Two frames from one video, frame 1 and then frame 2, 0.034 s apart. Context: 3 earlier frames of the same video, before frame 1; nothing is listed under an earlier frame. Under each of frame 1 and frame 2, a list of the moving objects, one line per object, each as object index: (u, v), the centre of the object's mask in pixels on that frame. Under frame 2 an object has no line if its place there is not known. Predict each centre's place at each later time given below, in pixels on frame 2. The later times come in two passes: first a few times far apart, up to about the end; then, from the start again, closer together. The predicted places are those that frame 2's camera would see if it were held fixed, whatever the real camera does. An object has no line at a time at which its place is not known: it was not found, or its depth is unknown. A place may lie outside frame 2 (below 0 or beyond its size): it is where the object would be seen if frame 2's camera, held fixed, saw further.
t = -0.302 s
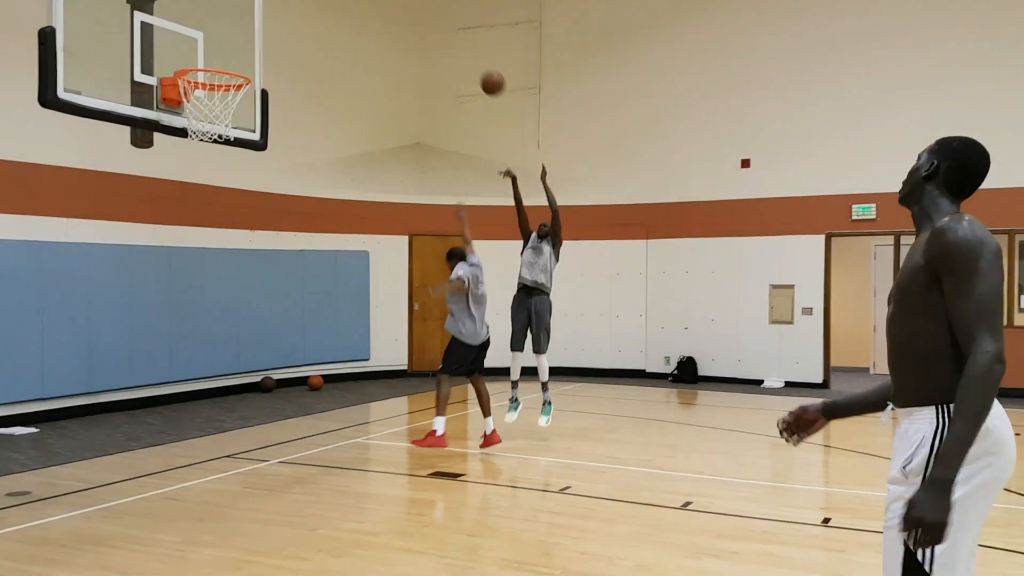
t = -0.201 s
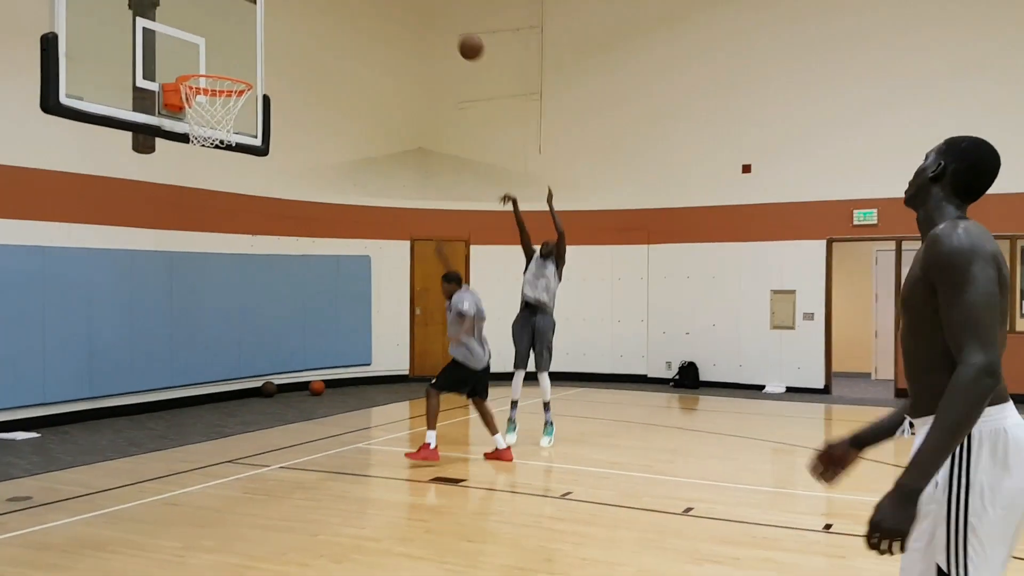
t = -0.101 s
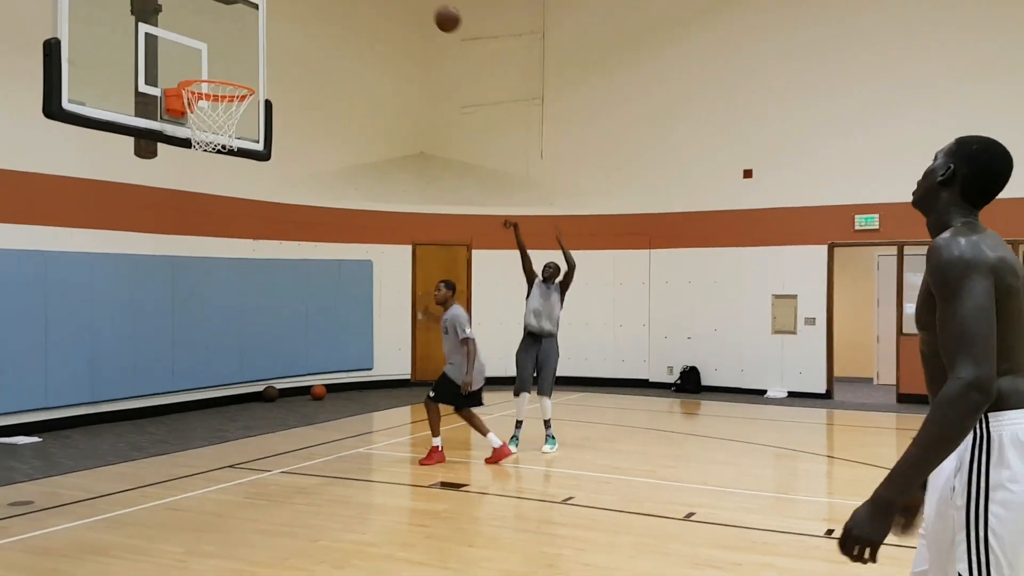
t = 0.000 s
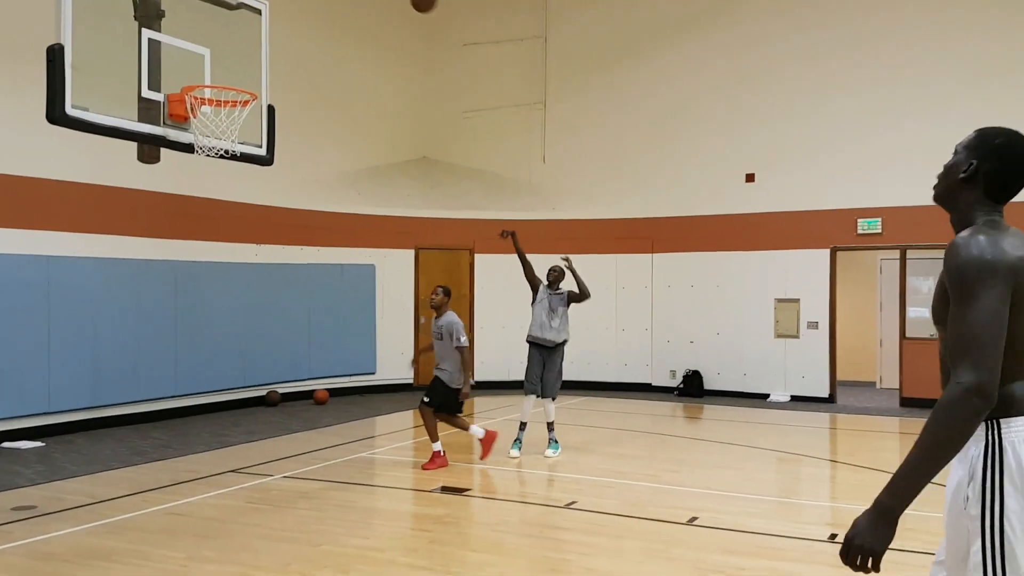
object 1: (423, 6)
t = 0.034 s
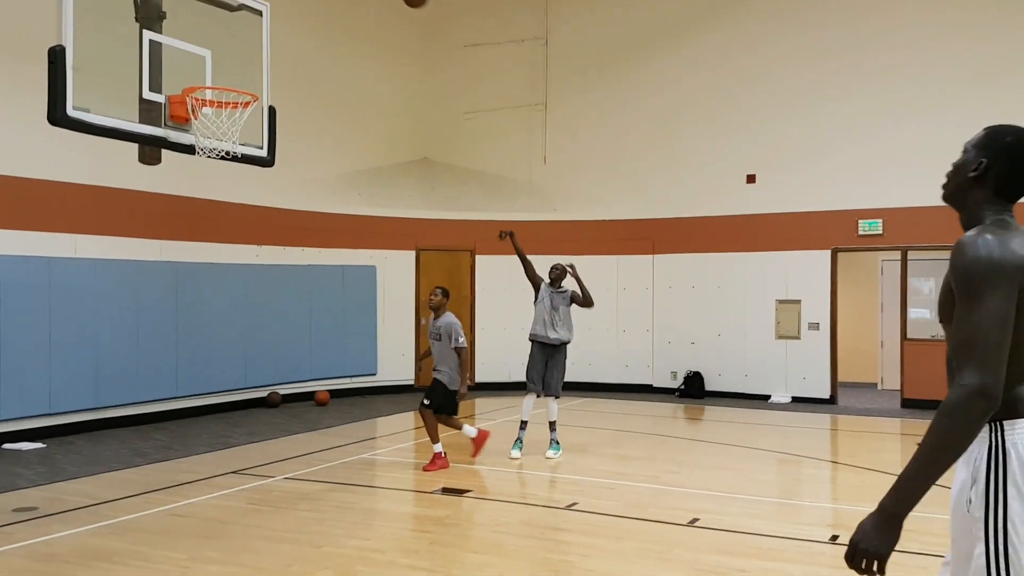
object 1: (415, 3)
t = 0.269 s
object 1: (343, -4)
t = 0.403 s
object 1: (295, 10)
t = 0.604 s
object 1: (214, 105)
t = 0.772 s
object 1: (183, 159)
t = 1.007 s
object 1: (151, 295)
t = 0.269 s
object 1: (343, -4)
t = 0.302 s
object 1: (332, -2)
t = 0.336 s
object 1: (319, 0)
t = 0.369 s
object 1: (308, 4)
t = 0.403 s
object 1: (295, 10)
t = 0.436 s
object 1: (283, 21)
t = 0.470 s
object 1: (269, 34)
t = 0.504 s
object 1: (255, 49)
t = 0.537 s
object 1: (242, 65)
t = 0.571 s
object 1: (229, 78)
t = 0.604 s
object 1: (214, 105)
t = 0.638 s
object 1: (202, 122)
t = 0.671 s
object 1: (197, 135)
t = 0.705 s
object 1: (192, 137)
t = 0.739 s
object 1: (187, 147)
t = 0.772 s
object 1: (183, 159)
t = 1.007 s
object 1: (151, 295)
